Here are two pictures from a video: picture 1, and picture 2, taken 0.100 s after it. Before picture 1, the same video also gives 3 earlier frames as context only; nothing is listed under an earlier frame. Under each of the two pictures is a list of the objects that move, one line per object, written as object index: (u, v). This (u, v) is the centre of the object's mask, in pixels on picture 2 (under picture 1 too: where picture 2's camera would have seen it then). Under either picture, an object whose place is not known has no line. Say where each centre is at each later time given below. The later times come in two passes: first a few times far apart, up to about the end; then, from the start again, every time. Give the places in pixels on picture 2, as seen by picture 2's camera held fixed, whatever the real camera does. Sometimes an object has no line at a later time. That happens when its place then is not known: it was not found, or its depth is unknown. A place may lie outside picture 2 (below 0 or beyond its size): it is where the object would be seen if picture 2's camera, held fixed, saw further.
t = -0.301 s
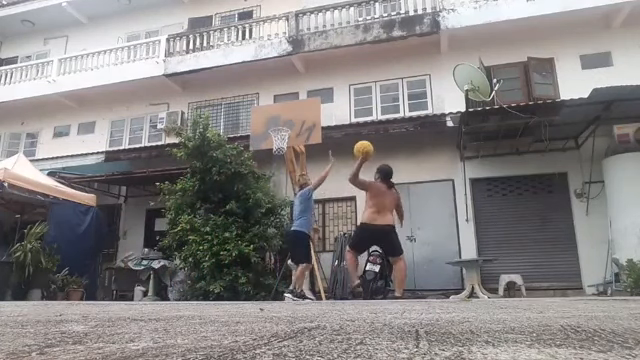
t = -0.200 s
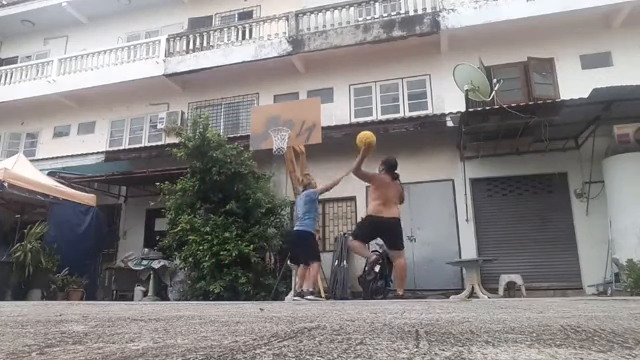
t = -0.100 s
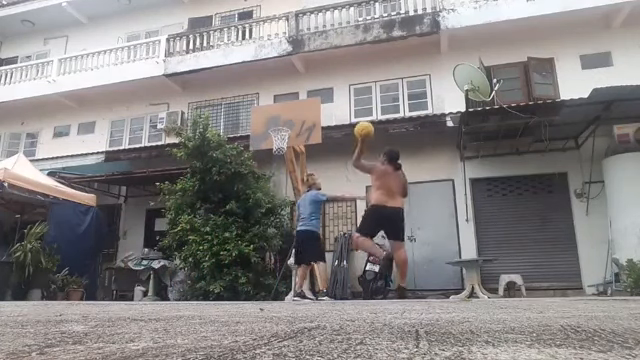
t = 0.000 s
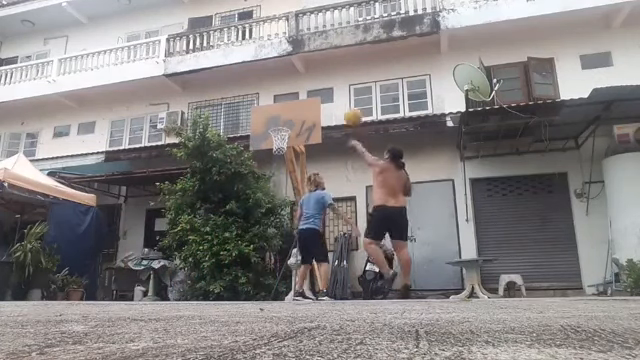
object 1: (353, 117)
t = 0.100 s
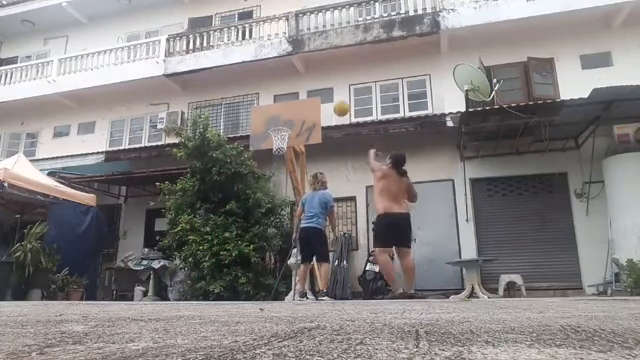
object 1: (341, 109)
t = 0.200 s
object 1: (331, 106)
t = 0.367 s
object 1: (317, 117)
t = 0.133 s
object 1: (337, 107)
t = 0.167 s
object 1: (334, 106)
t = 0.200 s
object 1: (331, 106)
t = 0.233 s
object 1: (327, 107)
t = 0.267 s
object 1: (325, 109)
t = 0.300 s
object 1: (322, 111)
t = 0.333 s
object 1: (319, 114)
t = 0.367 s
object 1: (317, 117)
